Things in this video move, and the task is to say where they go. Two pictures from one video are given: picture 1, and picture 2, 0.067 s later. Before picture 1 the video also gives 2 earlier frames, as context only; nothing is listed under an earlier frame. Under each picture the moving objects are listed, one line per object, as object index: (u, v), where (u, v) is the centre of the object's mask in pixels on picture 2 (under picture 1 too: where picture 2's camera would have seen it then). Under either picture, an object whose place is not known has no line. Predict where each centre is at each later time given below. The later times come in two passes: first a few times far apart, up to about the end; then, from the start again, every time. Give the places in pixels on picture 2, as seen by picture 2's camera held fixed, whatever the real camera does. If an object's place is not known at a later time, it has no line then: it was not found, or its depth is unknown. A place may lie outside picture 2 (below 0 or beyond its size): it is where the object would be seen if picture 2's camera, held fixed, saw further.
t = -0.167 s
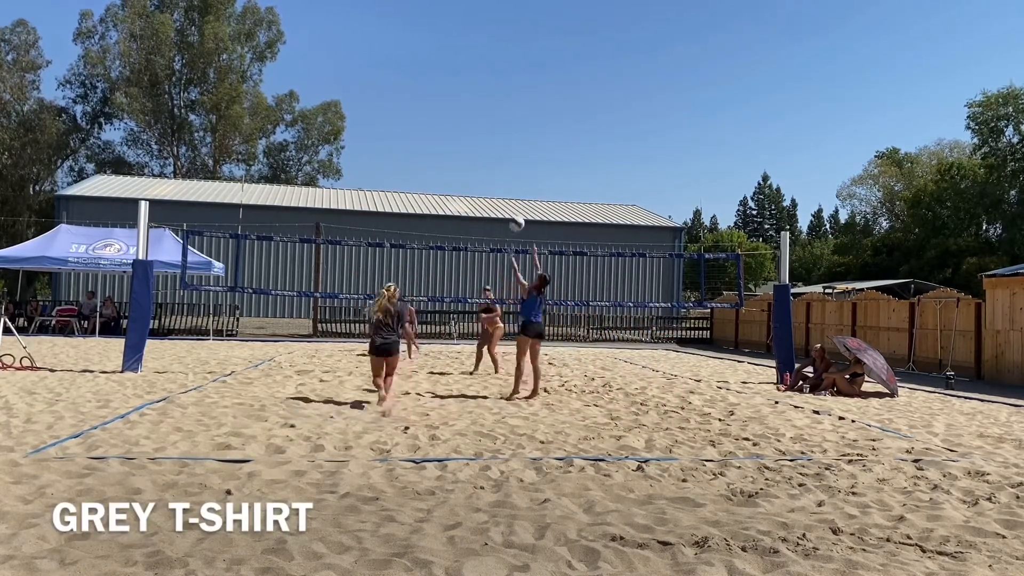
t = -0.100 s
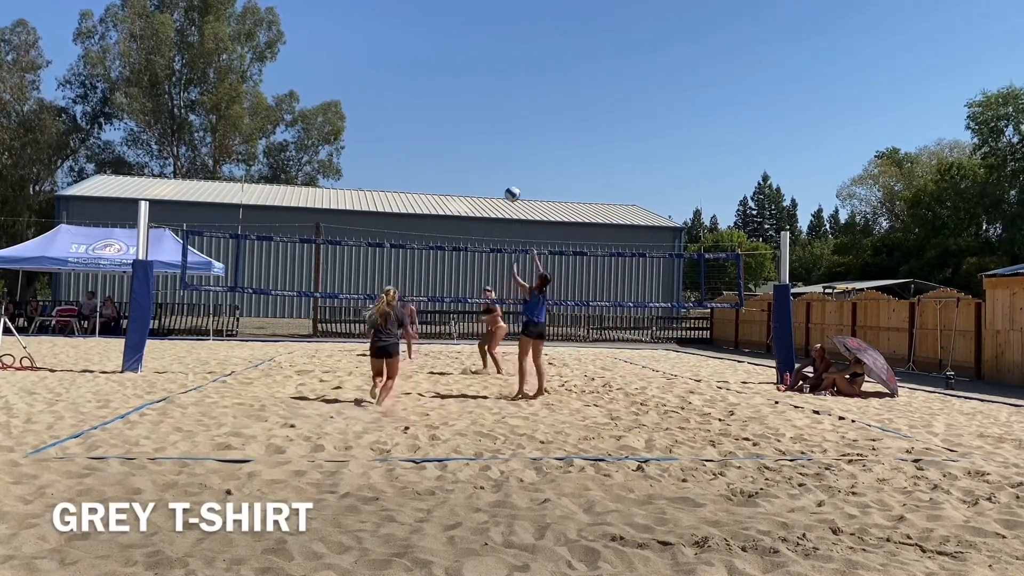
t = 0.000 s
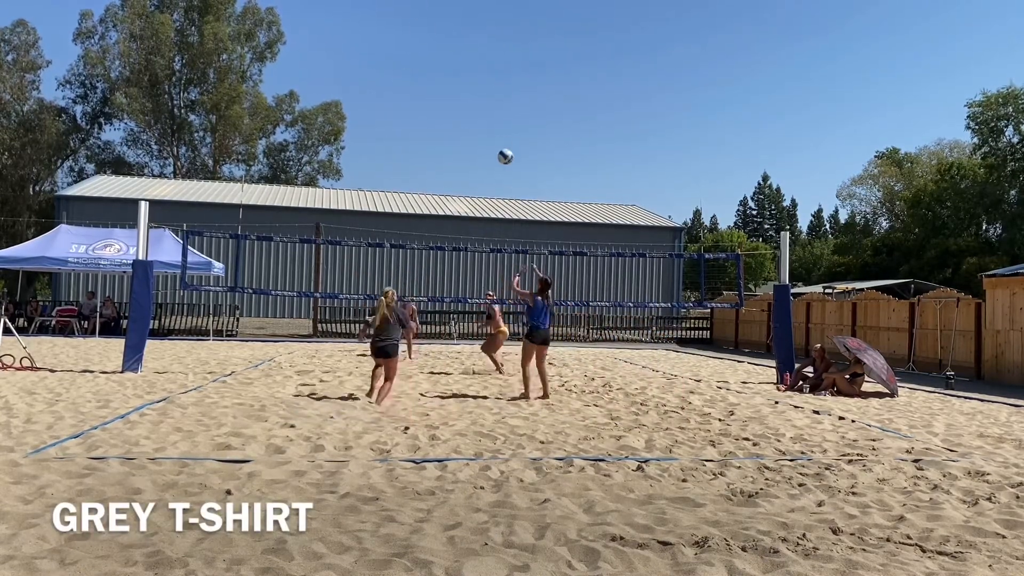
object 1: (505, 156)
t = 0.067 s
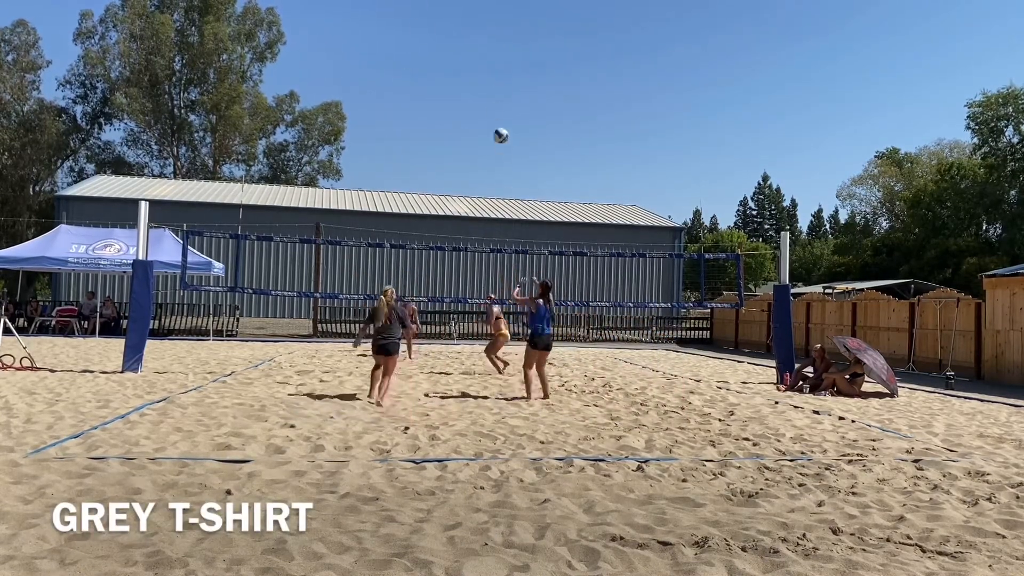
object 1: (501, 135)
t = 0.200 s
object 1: (492, 104)
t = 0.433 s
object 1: (476, 79)
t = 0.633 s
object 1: (462, 85)
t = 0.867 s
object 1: (446, 124)
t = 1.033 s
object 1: (435, 169)
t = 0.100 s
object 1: (498, 126)
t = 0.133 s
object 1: (496, 118)
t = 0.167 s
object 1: (494, 110)
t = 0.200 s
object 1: (492, 104)
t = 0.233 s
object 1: (489, 98)
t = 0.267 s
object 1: (487, 93)
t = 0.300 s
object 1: (485, 89)
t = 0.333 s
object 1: (483, 85)
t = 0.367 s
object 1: (481, 82)
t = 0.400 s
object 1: (478, 80)
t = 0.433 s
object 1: (476, 79)
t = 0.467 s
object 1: (474, 78)
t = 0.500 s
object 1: (471, 78)
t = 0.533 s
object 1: (469, 79)
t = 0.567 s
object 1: (467, 80)
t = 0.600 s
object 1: (465, 82)
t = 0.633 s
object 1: (462, 85)
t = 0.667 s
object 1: (460, 89)
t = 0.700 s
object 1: (457, 93)
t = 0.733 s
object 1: (455, 98)
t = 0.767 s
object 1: (453, 103)
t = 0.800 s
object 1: (451, 110)
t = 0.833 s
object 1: (448, 116)
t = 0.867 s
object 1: (446, 124)
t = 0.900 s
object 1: (444, 132)
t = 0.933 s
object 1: (442, 140)
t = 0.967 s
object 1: (439, 149)
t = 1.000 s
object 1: (437, 159)
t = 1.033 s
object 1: (435, 169)
